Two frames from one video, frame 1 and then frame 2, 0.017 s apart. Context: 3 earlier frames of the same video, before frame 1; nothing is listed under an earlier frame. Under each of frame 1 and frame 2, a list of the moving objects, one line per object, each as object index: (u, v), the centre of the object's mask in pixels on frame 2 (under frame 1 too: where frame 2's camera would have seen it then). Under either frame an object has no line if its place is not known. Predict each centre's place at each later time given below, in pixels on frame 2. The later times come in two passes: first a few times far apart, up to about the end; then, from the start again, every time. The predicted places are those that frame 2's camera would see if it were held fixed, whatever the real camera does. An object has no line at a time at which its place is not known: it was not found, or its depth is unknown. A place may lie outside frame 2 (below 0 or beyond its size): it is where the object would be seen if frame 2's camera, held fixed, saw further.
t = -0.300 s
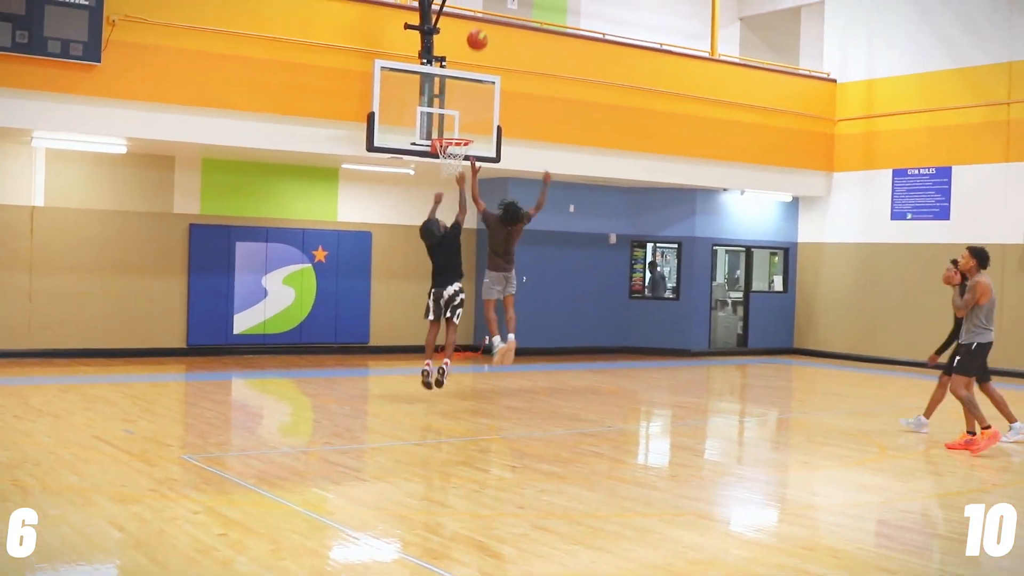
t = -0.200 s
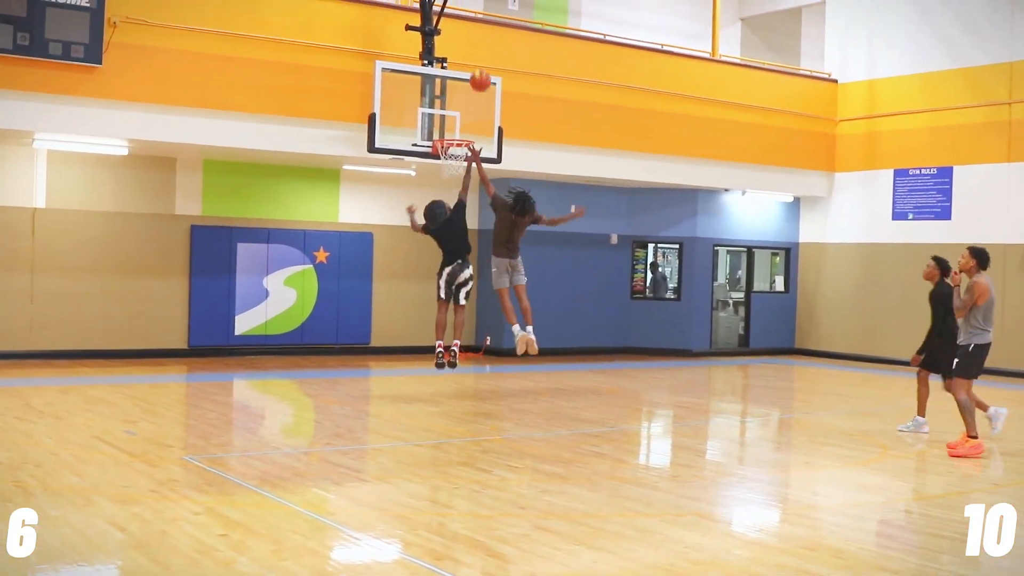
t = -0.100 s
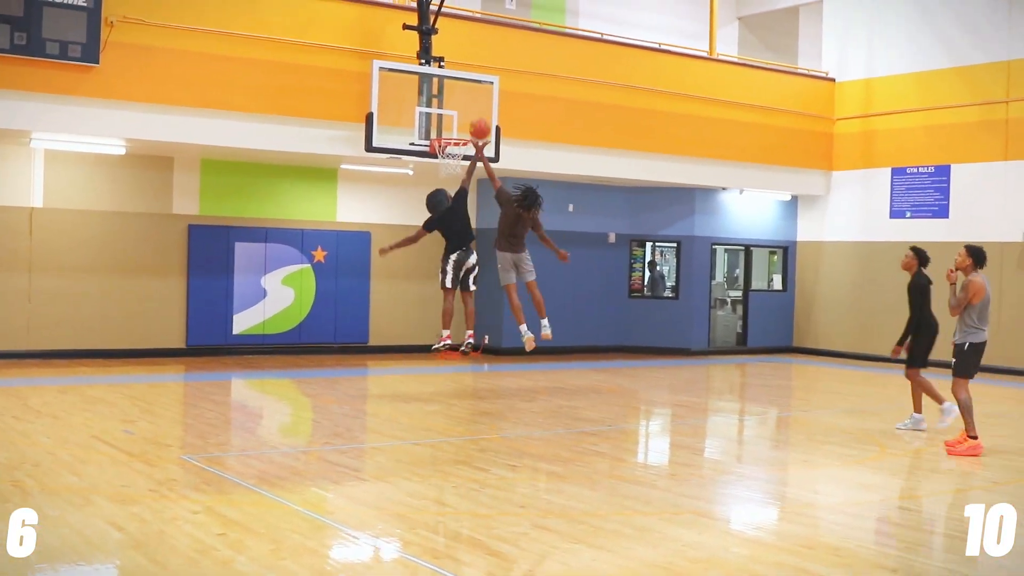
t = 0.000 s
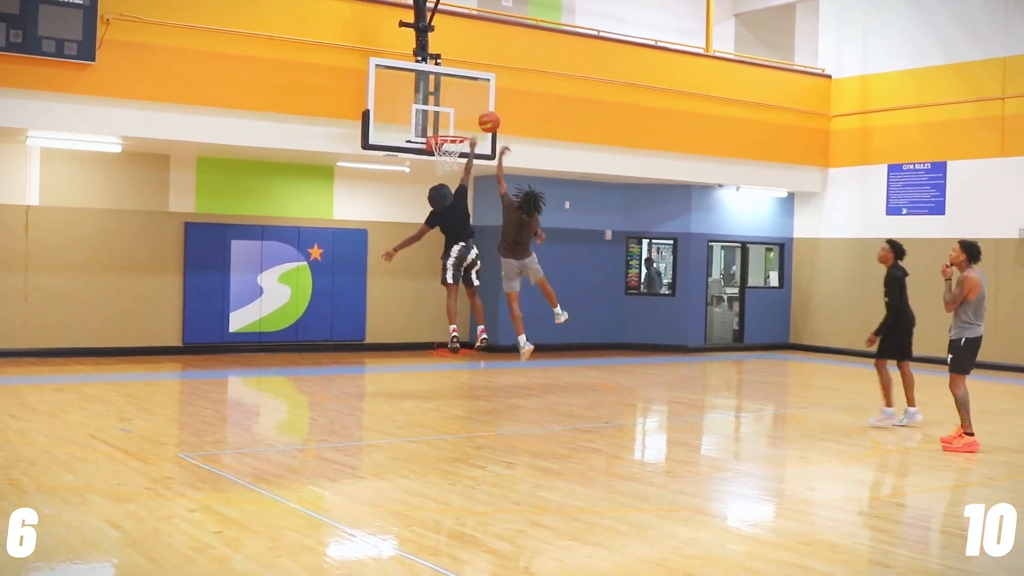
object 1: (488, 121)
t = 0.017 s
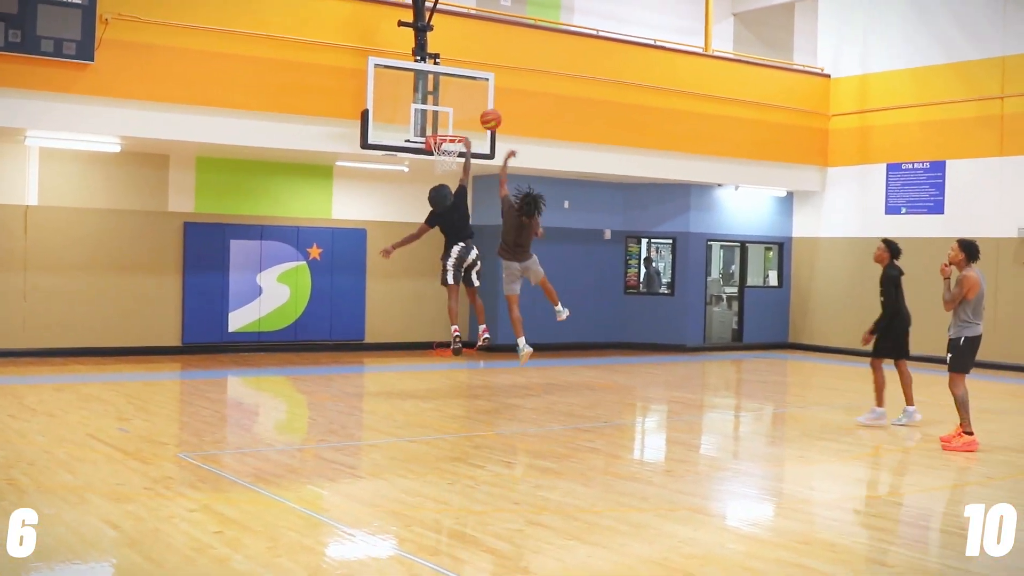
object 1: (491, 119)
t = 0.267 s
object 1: (528, 123)
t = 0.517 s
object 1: (559, 178)
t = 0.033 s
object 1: (494, 118)
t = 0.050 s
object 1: (496, 117)
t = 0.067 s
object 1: (499, 116)
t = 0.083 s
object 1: (501, 115)
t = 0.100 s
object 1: (504, 114)
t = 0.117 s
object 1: (506, 114)
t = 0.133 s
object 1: (508, 114)
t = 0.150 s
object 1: (511, 114)
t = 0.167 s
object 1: (514, 114)
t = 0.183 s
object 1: (516, 115)
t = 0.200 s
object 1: (519, 116)
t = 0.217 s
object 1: (521, 118)
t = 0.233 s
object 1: (523, 119)
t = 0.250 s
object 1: (526, 121)
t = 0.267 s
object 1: (528, 123)
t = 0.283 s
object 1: (530, 124)
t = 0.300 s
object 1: (532, 127)
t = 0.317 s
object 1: (534, 129)
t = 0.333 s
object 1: (536, 132)
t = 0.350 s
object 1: (539, 135)
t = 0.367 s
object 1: (541, 138)
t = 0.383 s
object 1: (543, 142)
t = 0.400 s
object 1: (545, 146)
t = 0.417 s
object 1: (547, 149)
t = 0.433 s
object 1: (549, 154)
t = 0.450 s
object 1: (551, 158)
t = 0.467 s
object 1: (553, 163)
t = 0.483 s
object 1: (555, 167)
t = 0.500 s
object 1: (557, 173)
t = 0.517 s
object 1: (559, 178)
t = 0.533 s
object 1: (561, 183)
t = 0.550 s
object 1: (563, 189)
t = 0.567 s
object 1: (565, 194)
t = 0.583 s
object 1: (567, 200)
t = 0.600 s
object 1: (569, 206)
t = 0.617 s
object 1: (571, 213)
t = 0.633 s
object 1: (573, 219)
